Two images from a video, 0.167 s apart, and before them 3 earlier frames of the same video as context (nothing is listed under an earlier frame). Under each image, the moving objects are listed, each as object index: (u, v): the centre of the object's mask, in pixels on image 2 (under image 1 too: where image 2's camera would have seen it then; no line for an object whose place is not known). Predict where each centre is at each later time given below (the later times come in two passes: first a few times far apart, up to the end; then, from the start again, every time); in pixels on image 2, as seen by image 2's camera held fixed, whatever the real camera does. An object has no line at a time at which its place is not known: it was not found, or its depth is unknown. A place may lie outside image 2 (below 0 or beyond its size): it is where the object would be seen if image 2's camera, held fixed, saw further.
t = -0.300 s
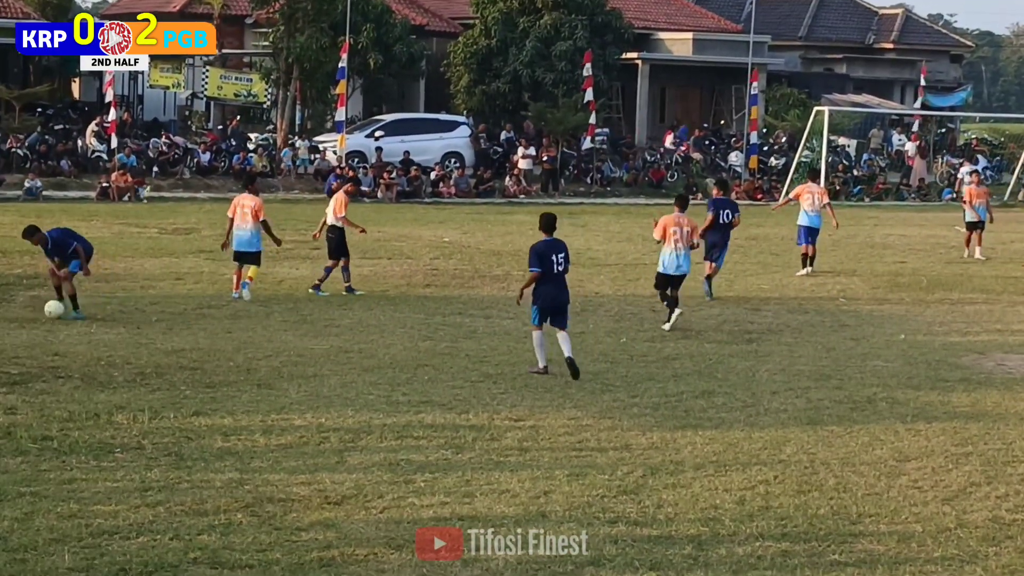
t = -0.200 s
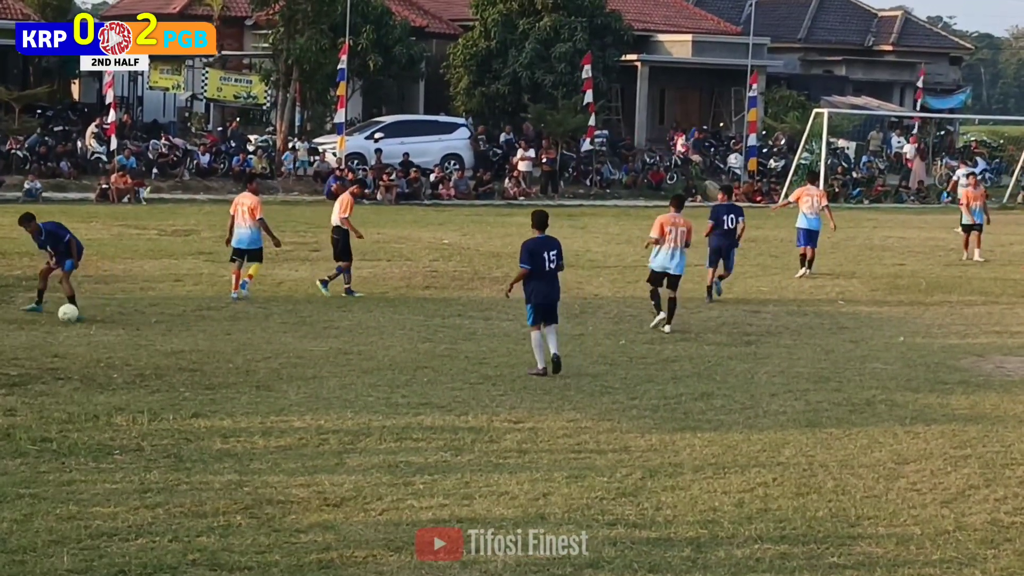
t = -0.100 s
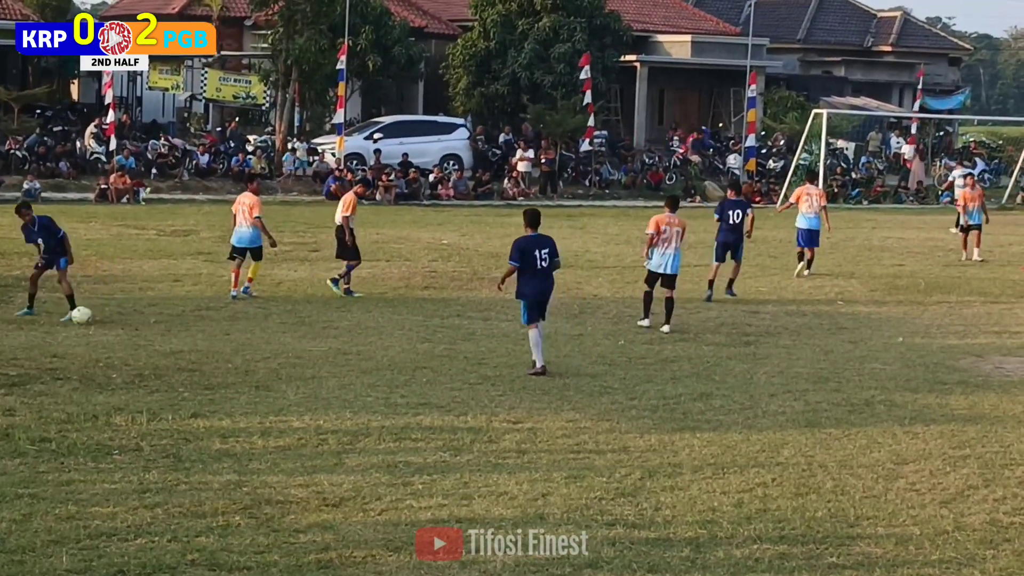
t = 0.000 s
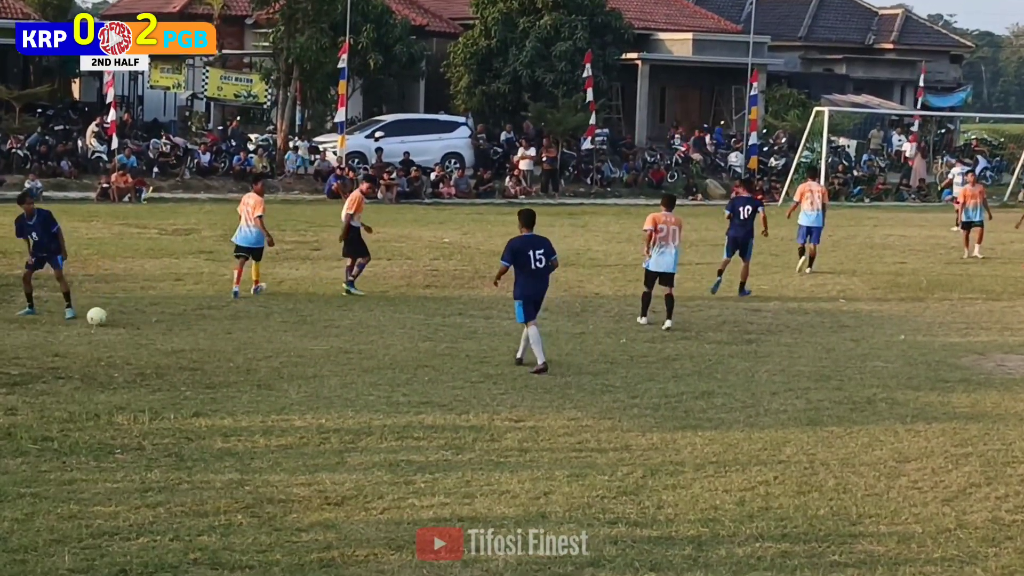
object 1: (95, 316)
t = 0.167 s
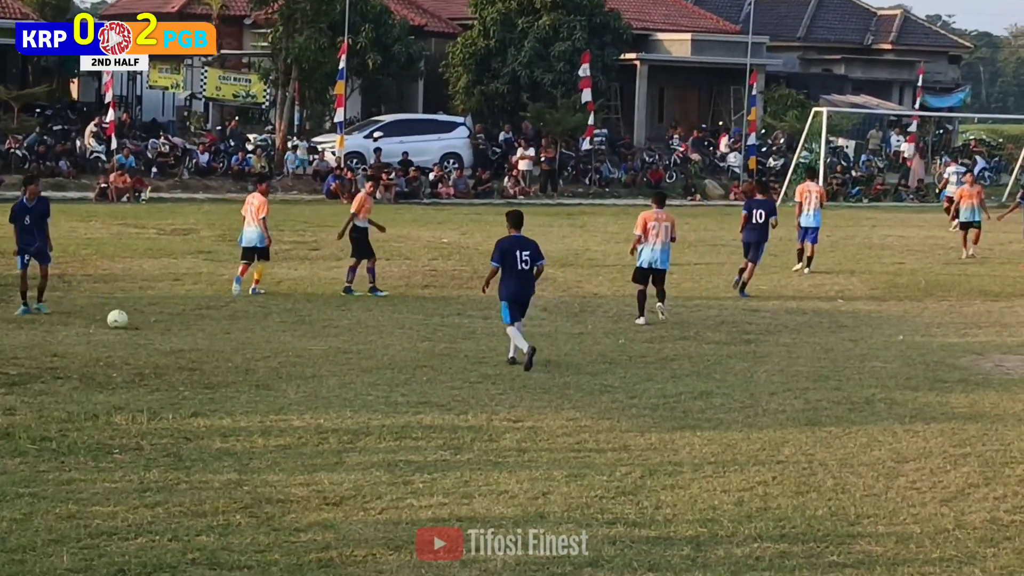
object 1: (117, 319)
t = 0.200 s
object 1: (122, 319)
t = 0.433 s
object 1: (151, 323)
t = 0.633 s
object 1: (174, 326)
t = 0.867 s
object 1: (197, 328)
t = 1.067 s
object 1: (215, 330)
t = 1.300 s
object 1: (235, 333)
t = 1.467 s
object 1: (248, 334)
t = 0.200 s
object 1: (122, 319)
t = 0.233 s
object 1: (127, 321)
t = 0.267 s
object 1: (130, 321)
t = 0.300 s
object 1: (135, 322)
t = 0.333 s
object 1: (139, 322)
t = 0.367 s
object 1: (143, 323)
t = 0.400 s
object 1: (147, 323)
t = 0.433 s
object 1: (151, 323)
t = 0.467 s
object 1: (155, 324)
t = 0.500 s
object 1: (160, 324)
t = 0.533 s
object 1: (163, 325)
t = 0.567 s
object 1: (167, 325)
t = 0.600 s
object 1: (170, 325)
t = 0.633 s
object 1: (174, 326)
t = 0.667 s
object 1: (178, 326)
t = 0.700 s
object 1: (181, 326)
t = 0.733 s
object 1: (184, 326)
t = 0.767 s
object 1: (187, 327)
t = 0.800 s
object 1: (190, 328)
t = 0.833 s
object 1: (193, 328)
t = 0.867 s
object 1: (197, 328)
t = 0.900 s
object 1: (200, 328)
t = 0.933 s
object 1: (203, 328)
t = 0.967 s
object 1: (206, 329)
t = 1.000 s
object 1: (209, 330)
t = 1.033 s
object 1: (213, 330)
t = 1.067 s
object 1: (215, 330)
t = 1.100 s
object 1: (218, 331)
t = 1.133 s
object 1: (221, 331)
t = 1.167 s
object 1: (224, 331)
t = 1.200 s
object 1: (227, 332)
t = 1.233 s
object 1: (230, 332)
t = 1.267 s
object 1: (233, 332)
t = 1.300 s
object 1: (235, 333)
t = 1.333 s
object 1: (237, 333)
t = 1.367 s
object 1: (240, 333)
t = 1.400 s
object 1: (243, 334)
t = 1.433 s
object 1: (245, 334)
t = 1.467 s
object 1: (248, 334)
